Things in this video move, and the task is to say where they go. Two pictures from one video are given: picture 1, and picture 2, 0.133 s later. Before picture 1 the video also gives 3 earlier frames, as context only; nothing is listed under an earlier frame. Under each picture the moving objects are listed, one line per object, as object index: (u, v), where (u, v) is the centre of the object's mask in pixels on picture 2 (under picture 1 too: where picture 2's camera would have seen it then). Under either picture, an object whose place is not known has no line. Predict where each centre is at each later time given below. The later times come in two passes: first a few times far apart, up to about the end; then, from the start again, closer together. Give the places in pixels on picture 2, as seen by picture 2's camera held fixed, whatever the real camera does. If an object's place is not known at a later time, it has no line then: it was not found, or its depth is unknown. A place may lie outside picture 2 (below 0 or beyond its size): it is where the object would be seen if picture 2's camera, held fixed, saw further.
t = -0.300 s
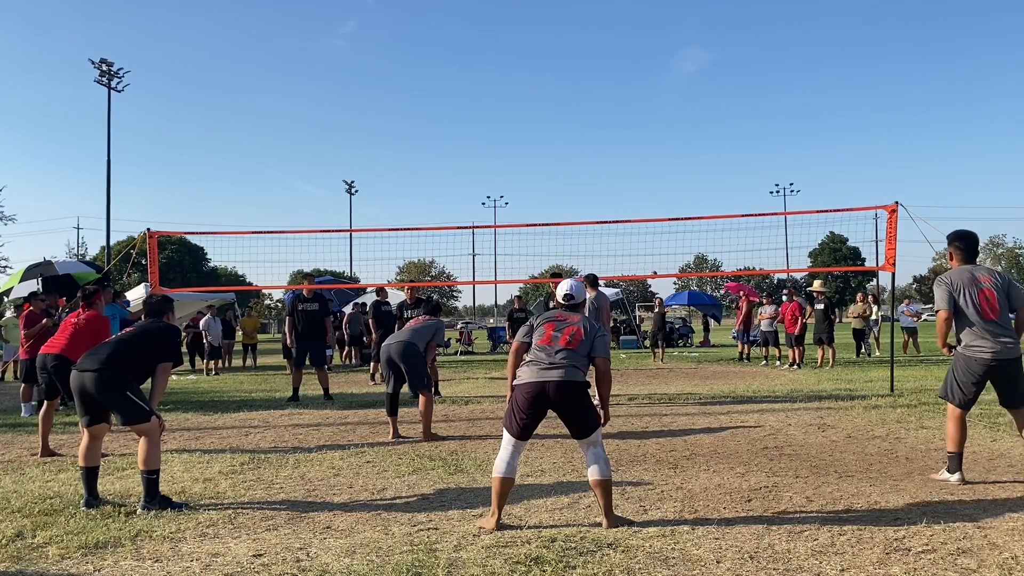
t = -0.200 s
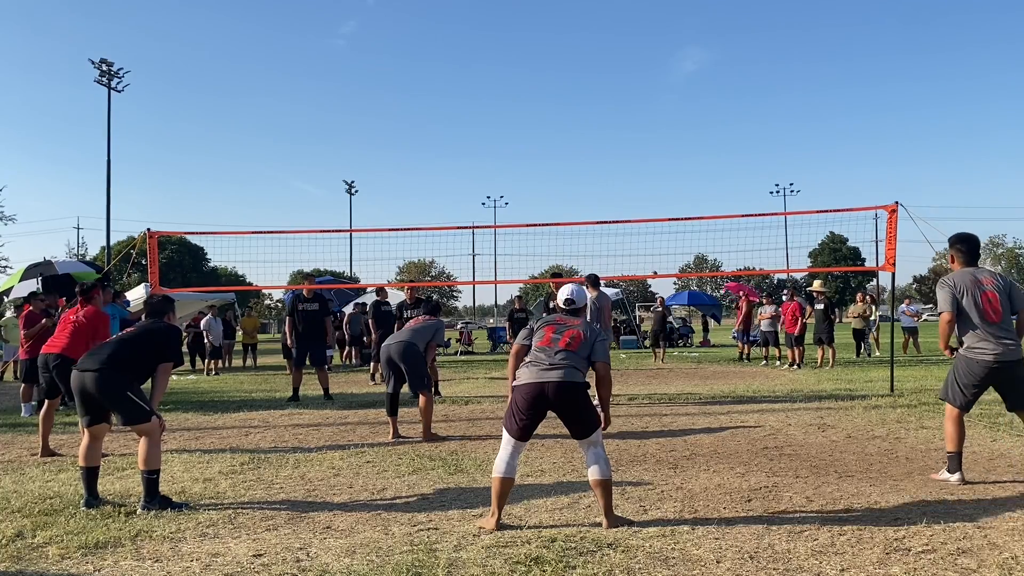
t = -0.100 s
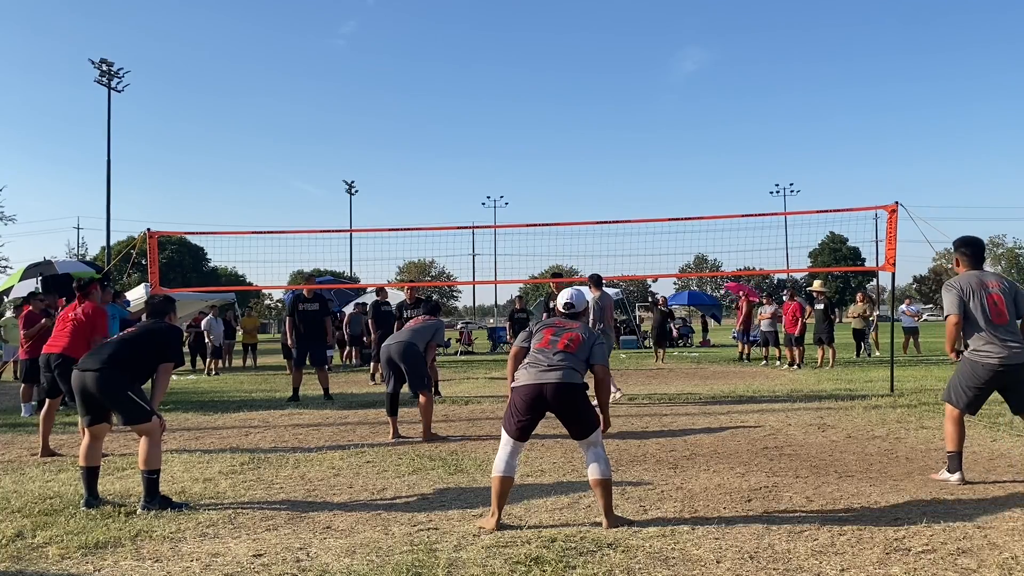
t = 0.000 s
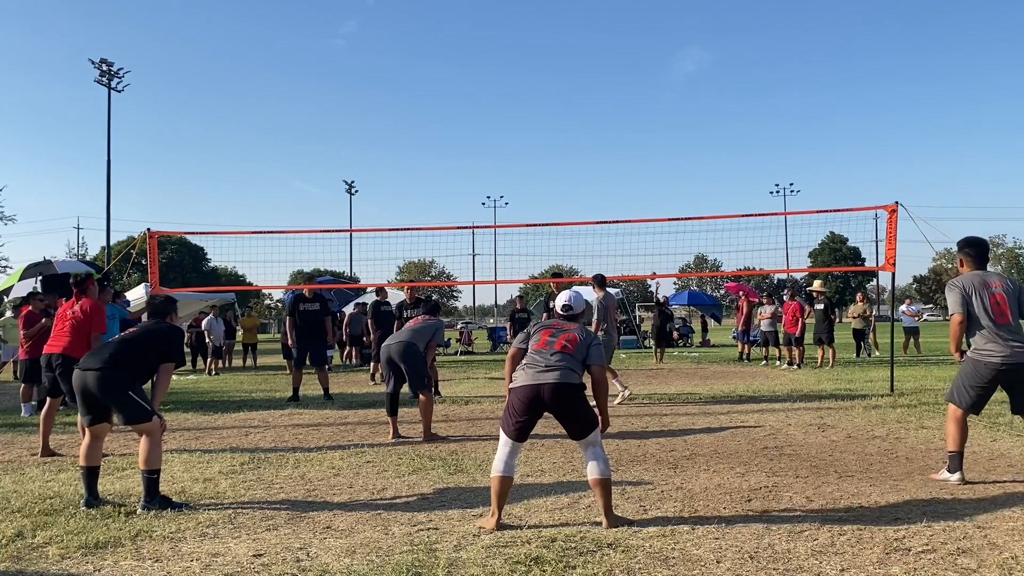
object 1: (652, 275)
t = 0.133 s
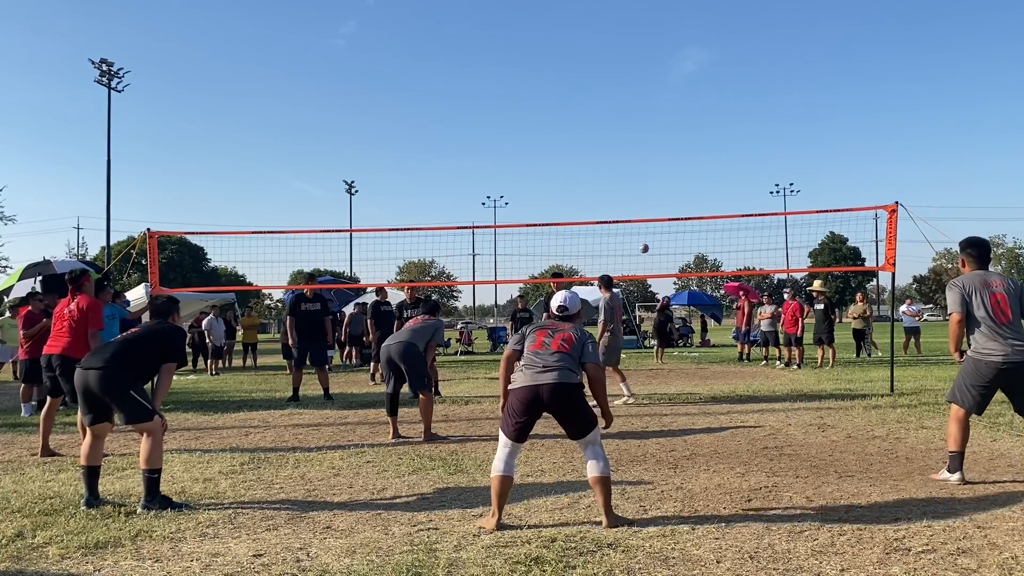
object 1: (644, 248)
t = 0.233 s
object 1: (637, 230)
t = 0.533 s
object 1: (616, 197)
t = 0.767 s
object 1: (597, 200)
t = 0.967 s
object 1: (575, 248)
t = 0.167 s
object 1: (641, 242)
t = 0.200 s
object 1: (639, 236)
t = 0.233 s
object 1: (637, 230)
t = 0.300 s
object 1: (632, 219)
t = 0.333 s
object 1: (630, 215)
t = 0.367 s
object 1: (627, 211)
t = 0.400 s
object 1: (625, 207)
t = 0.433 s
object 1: (622, 204)
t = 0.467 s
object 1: (620, 202)
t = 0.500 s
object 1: (618, 199)
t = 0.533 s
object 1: (616, 197)
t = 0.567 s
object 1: (614, 196)
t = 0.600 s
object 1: (611, 195)
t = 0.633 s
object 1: (609, 195)
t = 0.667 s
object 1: (606, 195)
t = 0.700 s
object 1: (604, 196)
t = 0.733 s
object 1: (601, 197)
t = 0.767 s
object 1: (597, 200)
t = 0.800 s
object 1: (594, 204)
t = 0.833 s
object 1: (591, 210)
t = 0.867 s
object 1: (587, 216)
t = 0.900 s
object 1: (583, 225)
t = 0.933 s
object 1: (580, 235)
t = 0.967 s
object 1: (575, 248)
